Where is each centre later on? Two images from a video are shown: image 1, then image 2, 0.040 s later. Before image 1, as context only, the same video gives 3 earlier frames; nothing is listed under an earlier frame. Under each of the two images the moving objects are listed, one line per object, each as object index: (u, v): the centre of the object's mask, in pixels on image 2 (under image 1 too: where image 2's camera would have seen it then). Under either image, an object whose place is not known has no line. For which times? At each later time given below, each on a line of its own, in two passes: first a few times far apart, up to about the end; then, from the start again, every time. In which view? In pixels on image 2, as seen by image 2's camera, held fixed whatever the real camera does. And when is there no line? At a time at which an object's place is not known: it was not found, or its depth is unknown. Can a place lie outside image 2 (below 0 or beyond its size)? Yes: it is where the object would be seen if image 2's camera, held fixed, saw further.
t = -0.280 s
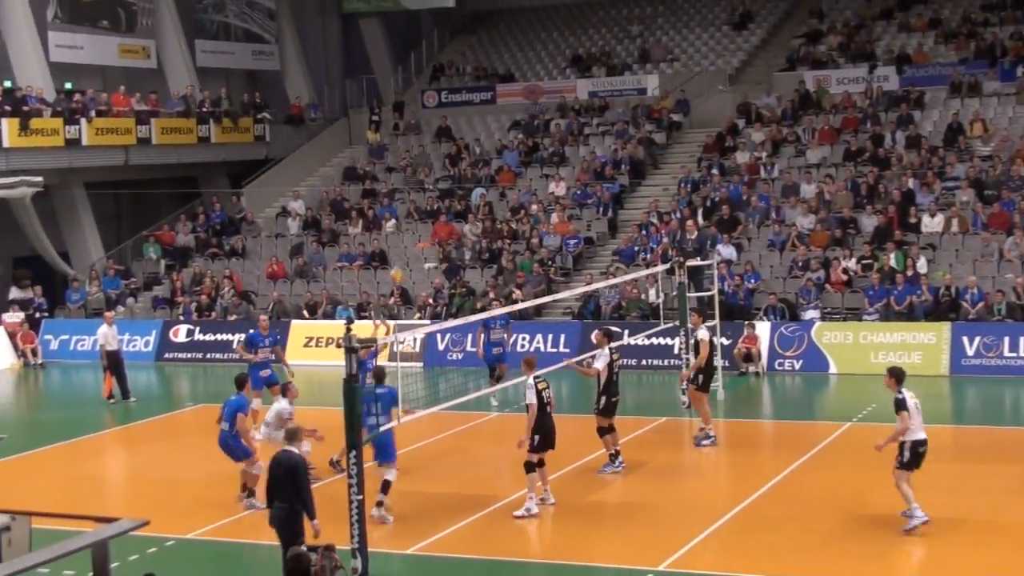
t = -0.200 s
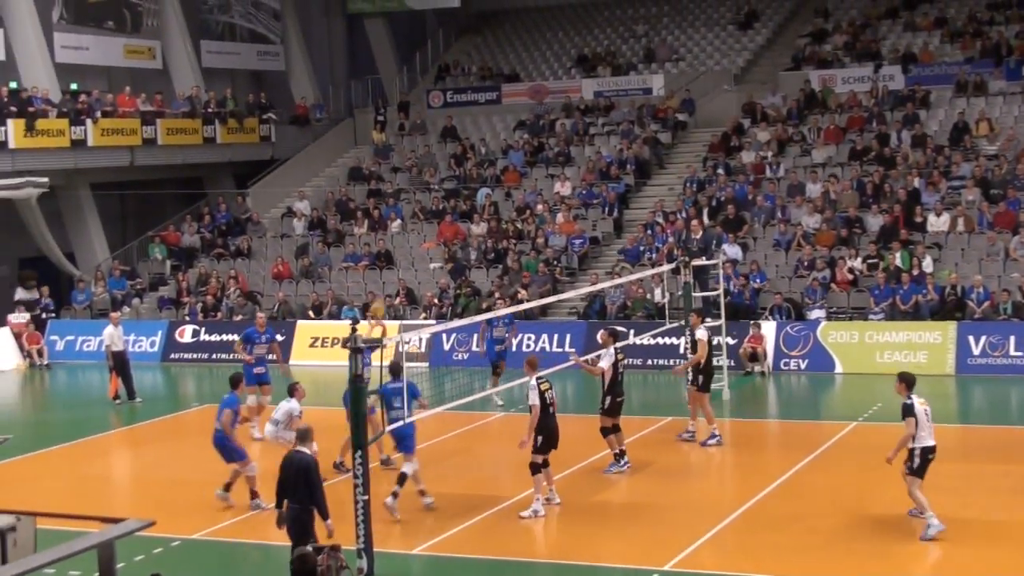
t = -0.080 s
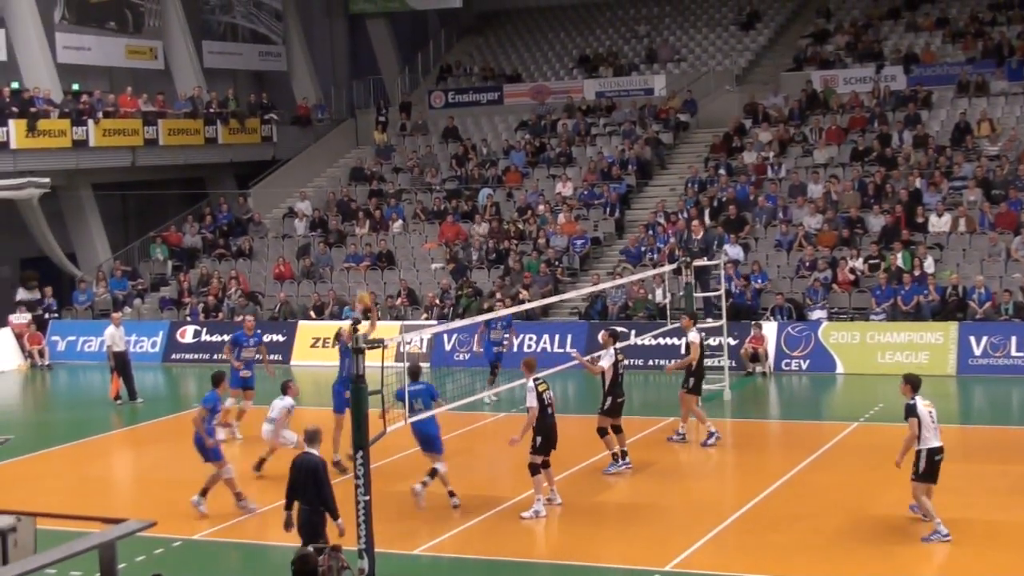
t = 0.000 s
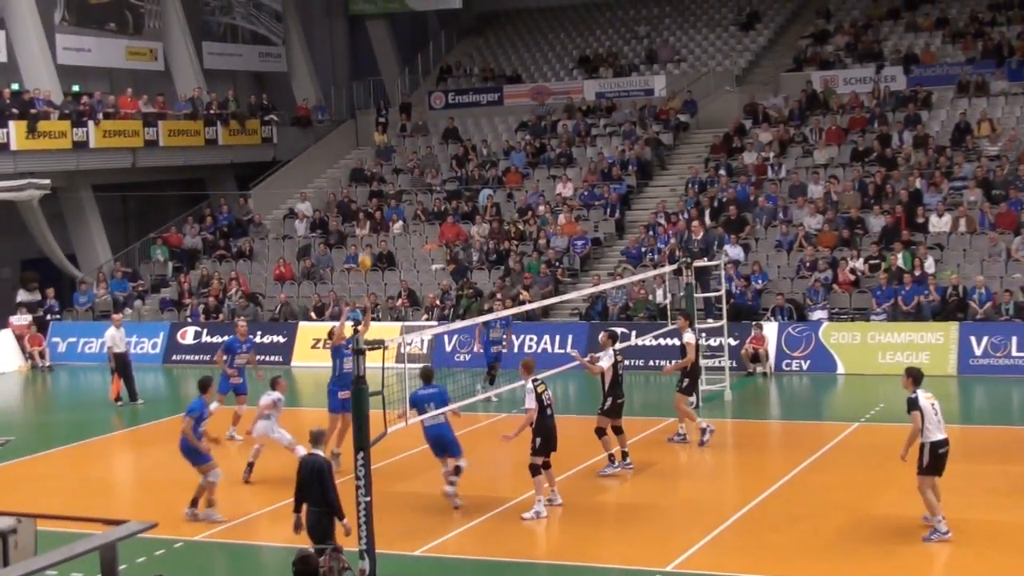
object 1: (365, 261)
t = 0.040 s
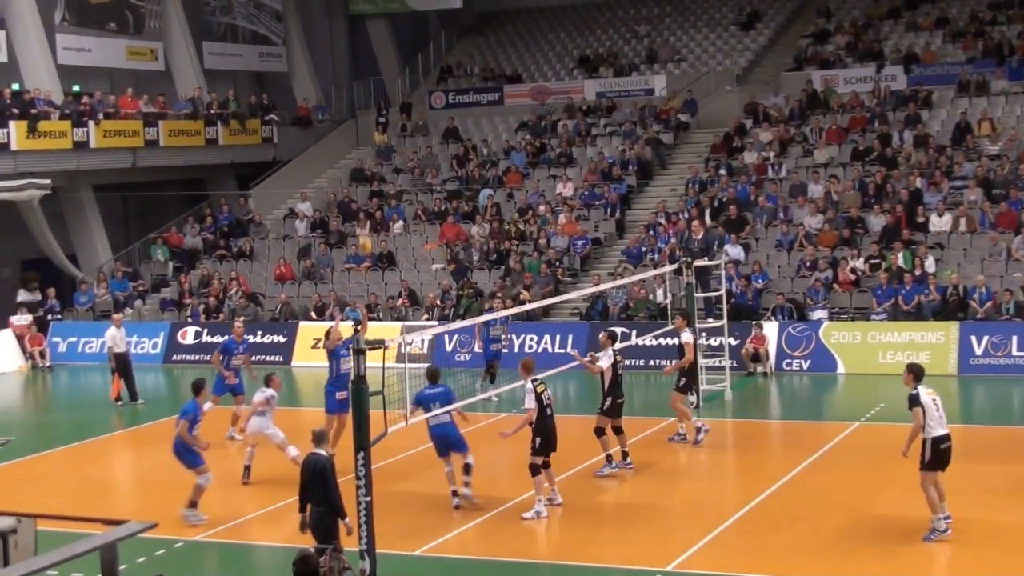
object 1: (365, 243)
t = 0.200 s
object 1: (368, 187)
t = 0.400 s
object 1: (371, 143)
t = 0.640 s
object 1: (378, 127)
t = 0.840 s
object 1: (383, 144)
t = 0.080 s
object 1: (366, 227)
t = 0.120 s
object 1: (366, 213)
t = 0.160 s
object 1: (367, 200)
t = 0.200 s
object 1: (368, 187)
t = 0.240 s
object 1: (368, 176)
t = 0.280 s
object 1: (369, 166)
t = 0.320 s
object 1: (371, 157)
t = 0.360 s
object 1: (371, 149)
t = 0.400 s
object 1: (371, 143)
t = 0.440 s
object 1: (372, 138)
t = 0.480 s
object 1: (374, 133)
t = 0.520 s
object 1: (374, 130)
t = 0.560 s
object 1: (376, 127)
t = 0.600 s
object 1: (376, 127)
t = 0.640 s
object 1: (378, 127)
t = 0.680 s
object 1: (379, 128)
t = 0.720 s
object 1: (380, 133)
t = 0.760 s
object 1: (381, 134)
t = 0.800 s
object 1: (382, 139)
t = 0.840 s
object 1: (383, 144)
